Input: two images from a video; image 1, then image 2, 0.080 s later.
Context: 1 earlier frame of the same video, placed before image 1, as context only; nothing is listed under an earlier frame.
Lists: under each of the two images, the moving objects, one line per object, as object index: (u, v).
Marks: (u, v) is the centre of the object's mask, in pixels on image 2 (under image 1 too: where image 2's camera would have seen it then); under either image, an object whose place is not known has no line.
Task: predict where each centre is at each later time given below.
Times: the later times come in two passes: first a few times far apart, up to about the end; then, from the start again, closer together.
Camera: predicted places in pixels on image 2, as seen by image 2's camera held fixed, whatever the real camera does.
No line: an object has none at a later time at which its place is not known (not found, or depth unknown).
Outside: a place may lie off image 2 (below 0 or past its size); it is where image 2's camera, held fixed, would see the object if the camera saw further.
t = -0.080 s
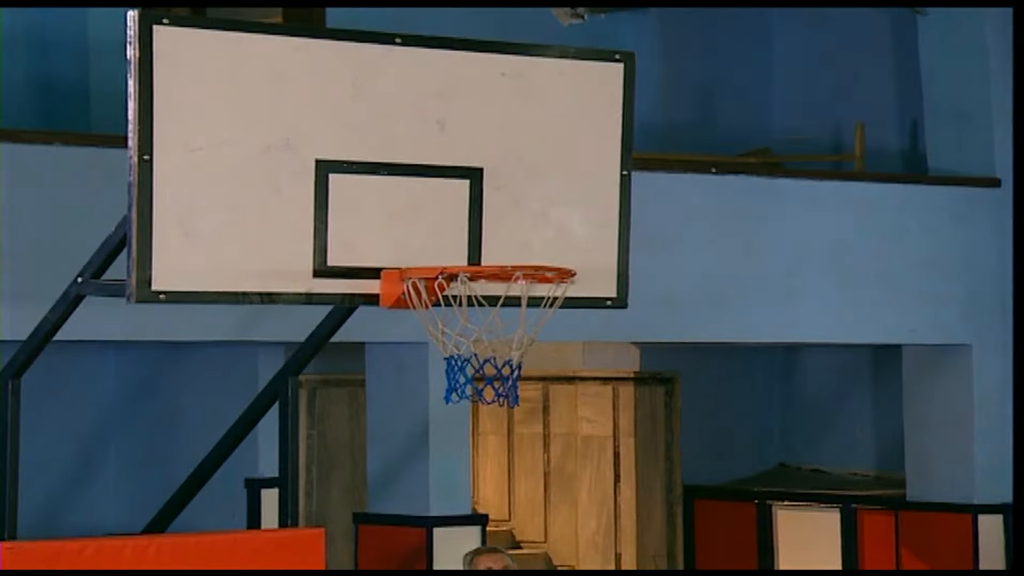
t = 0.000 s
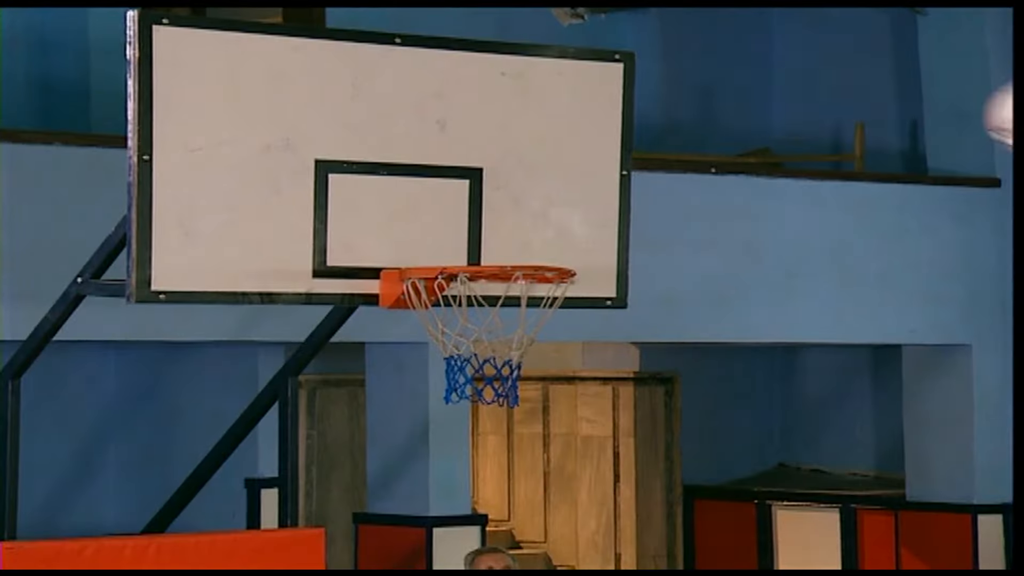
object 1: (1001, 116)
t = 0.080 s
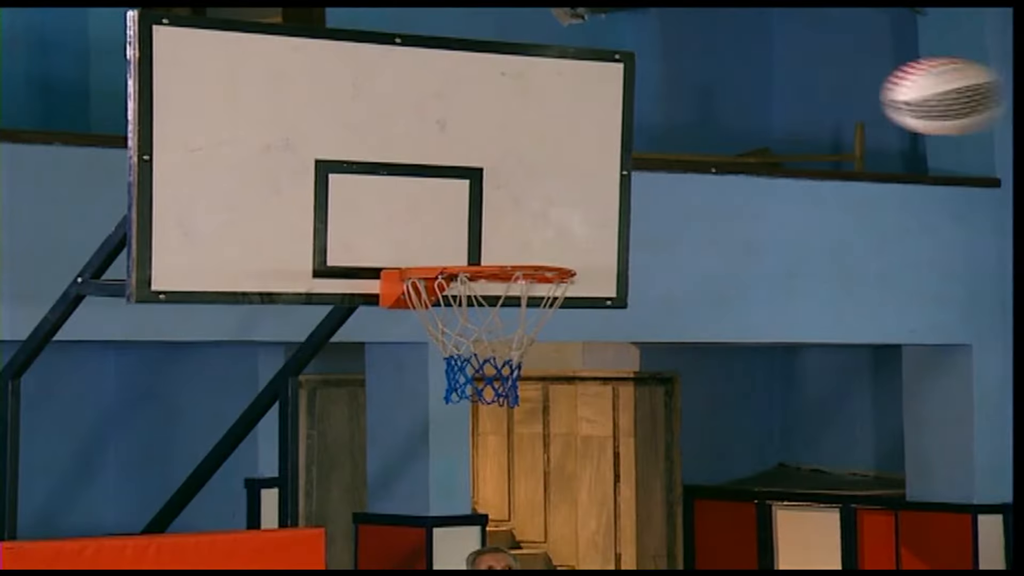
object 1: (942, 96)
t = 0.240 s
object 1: (755, 112)
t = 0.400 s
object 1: (595, 191)
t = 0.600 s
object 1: (601, 214)
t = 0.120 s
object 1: (892, 93)
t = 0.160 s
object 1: (845, 94)
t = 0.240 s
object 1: (755, 112)
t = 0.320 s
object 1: (673, 143)
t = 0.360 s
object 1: (633, 165)
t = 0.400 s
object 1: (595, 191)
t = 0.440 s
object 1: (560, 222)
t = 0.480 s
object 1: (539, 246)
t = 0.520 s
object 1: (559, 232)
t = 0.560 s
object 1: (581, 220)
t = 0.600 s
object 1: (601, 214)
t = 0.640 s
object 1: (623, 211)
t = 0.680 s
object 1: (646, 213)
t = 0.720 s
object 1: (668, 219)
